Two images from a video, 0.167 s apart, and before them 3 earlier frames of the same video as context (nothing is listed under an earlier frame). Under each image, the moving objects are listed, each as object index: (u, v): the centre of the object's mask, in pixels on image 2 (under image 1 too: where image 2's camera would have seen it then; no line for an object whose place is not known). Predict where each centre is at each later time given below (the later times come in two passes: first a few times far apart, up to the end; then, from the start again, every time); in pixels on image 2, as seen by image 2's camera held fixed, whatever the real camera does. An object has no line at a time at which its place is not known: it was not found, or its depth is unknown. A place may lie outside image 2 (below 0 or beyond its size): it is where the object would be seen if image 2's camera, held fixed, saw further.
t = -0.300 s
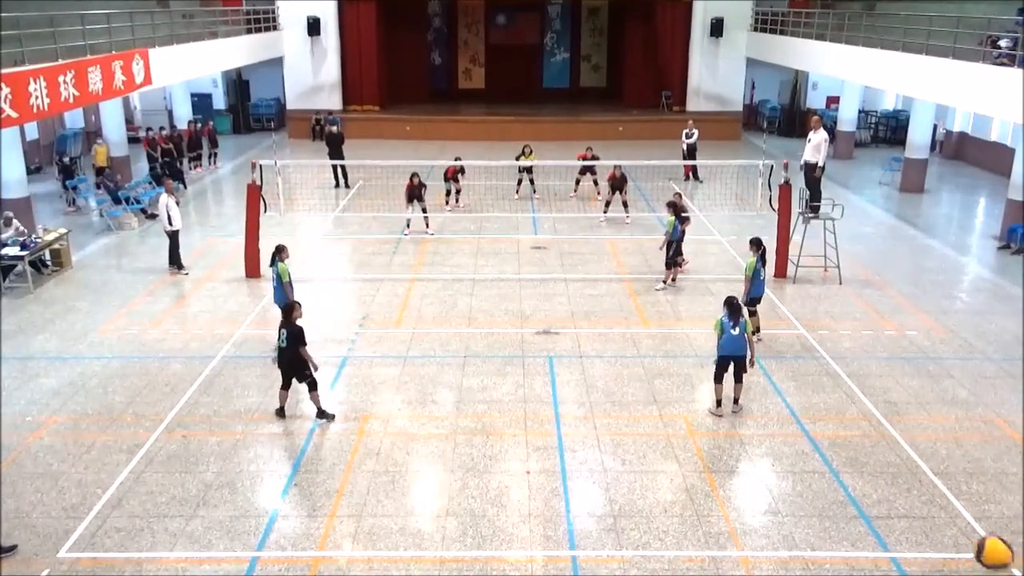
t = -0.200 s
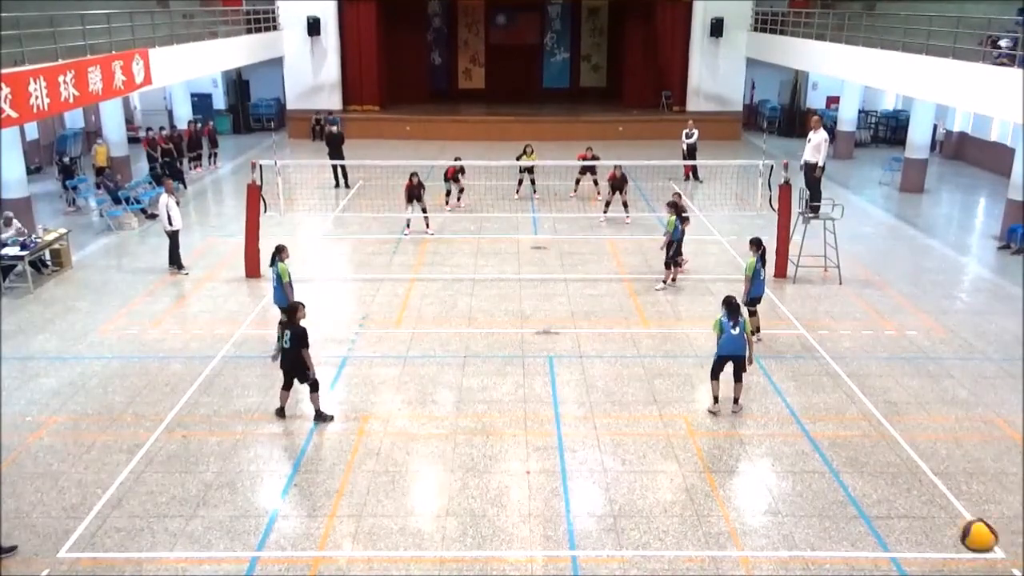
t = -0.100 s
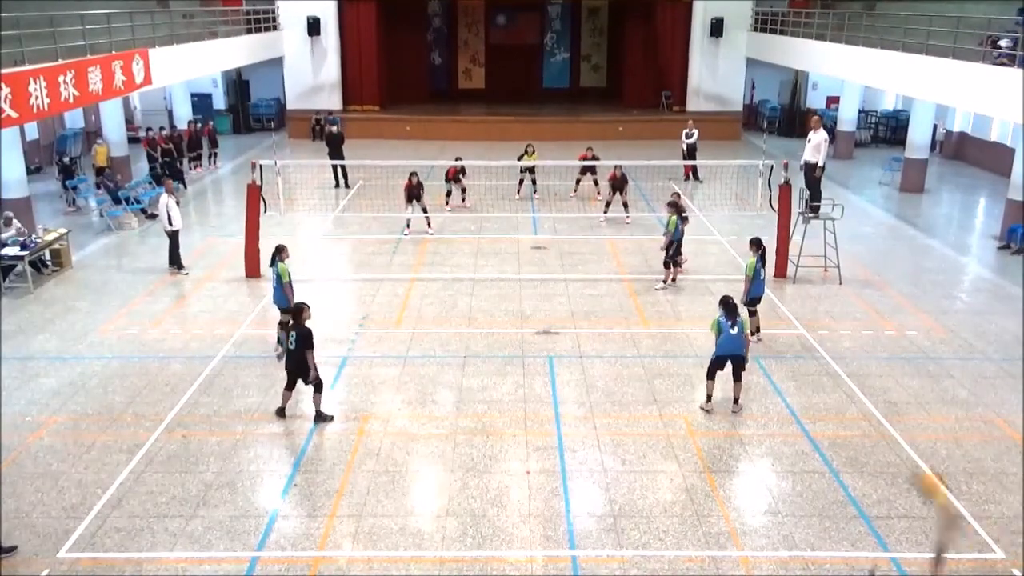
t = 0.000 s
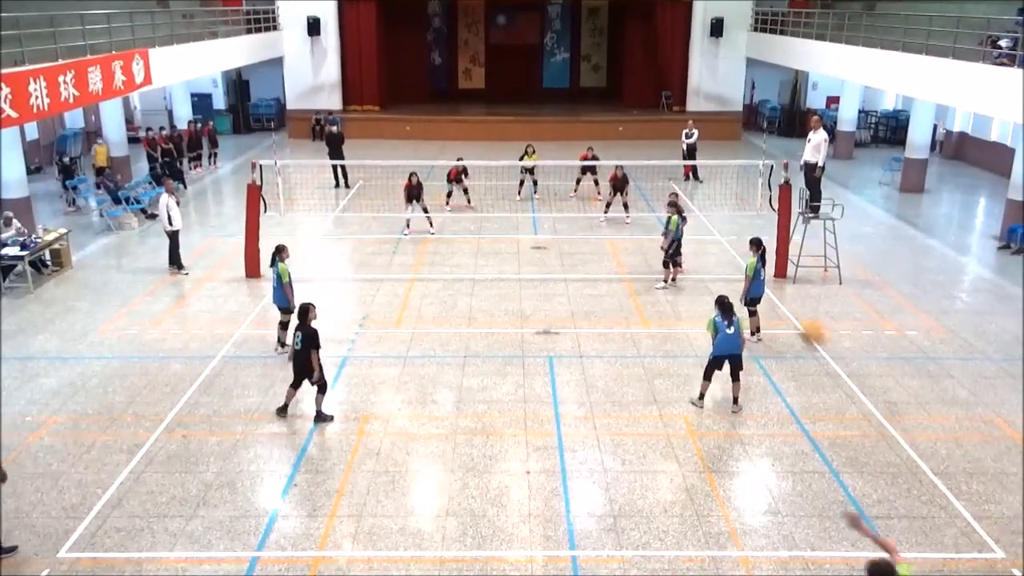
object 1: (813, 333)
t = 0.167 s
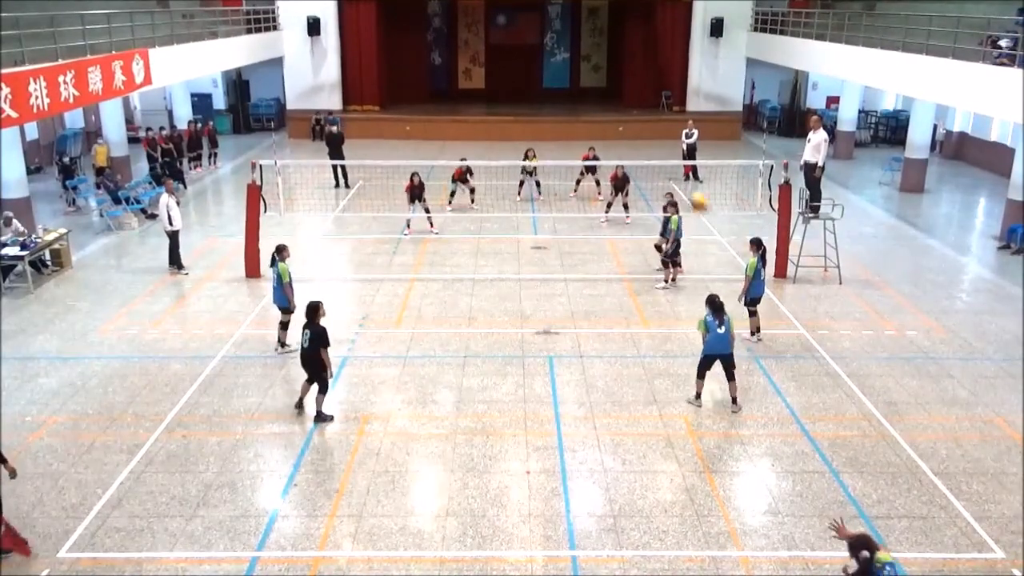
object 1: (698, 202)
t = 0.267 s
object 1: (653, 161)
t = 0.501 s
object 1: (578, 121)
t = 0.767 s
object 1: (532, 118)
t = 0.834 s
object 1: (524, 121)
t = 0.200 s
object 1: (683, 186)
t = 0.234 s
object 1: (668, 173)
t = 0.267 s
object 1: (653, 161)
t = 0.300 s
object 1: (639, 152)
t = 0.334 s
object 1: (627, 145)
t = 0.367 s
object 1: (615, 136)
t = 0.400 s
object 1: (605, 133)
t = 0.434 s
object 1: (595, 129)
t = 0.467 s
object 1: (586, 125)
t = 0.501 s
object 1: (578, 121)
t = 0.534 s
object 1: (570, 120)
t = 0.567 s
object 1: (563, 118)
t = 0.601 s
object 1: (557, 116)
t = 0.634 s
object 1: (551, 116)
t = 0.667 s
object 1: (546, 116)
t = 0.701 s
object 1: (541, 116)
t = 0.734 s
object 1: (536, 116)
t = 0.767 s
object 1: (532, 118)
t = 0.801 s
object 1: (528, 119)
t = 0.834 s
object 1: (524, 121)
